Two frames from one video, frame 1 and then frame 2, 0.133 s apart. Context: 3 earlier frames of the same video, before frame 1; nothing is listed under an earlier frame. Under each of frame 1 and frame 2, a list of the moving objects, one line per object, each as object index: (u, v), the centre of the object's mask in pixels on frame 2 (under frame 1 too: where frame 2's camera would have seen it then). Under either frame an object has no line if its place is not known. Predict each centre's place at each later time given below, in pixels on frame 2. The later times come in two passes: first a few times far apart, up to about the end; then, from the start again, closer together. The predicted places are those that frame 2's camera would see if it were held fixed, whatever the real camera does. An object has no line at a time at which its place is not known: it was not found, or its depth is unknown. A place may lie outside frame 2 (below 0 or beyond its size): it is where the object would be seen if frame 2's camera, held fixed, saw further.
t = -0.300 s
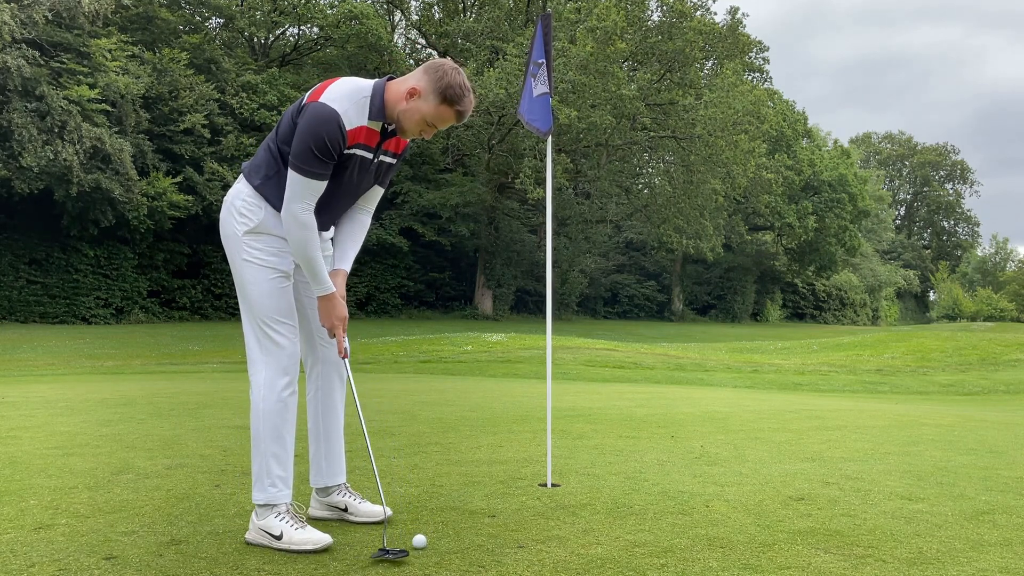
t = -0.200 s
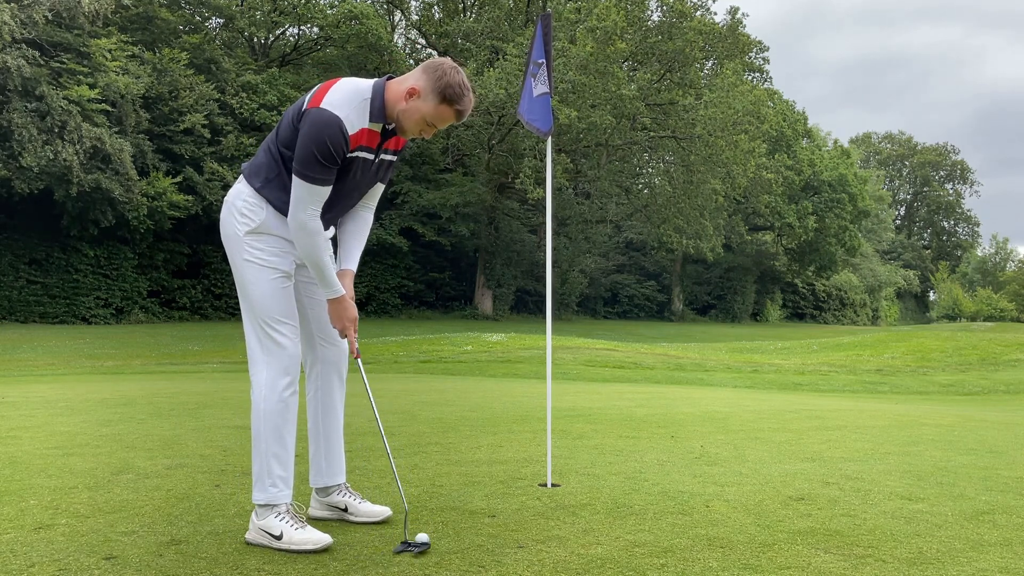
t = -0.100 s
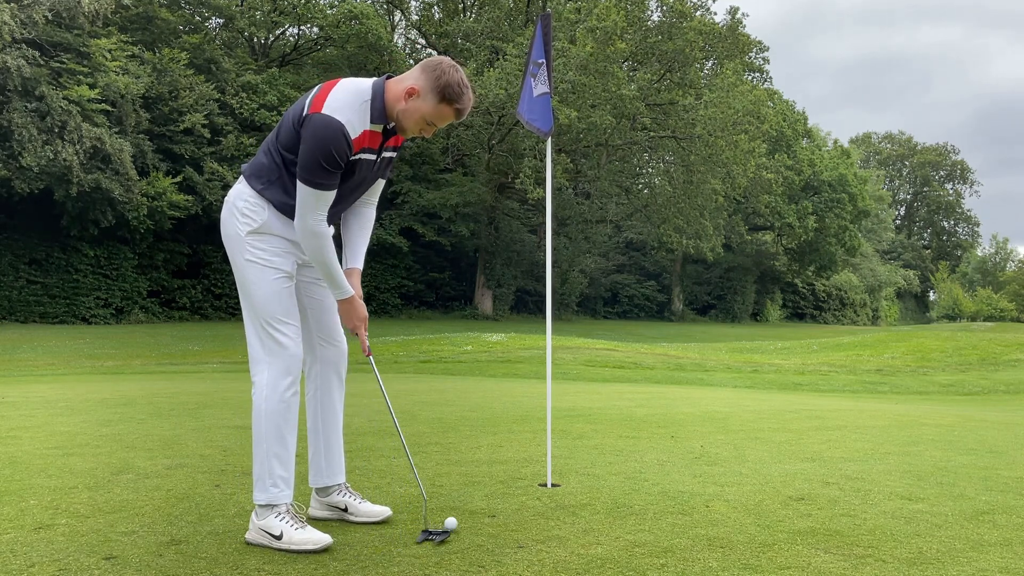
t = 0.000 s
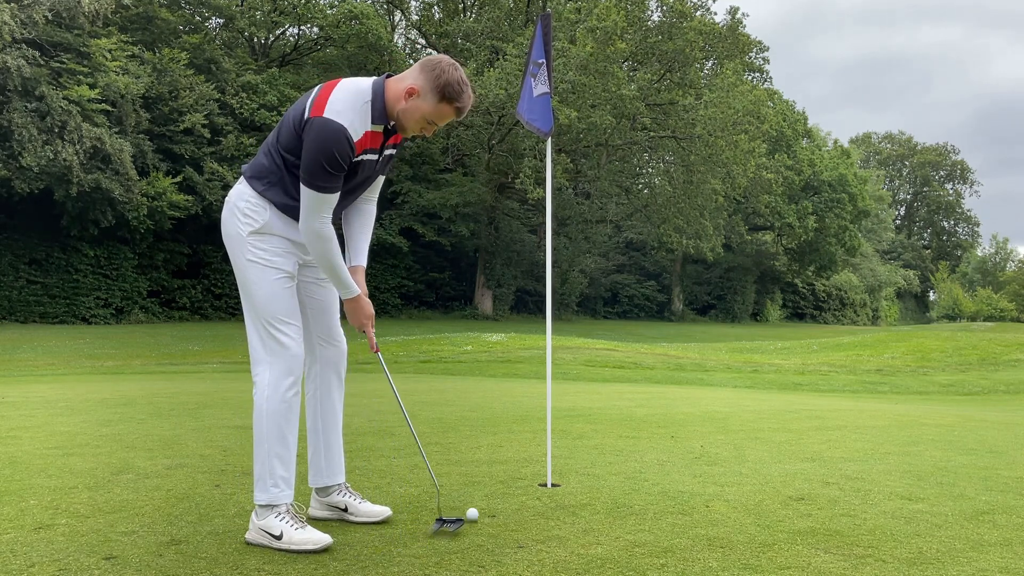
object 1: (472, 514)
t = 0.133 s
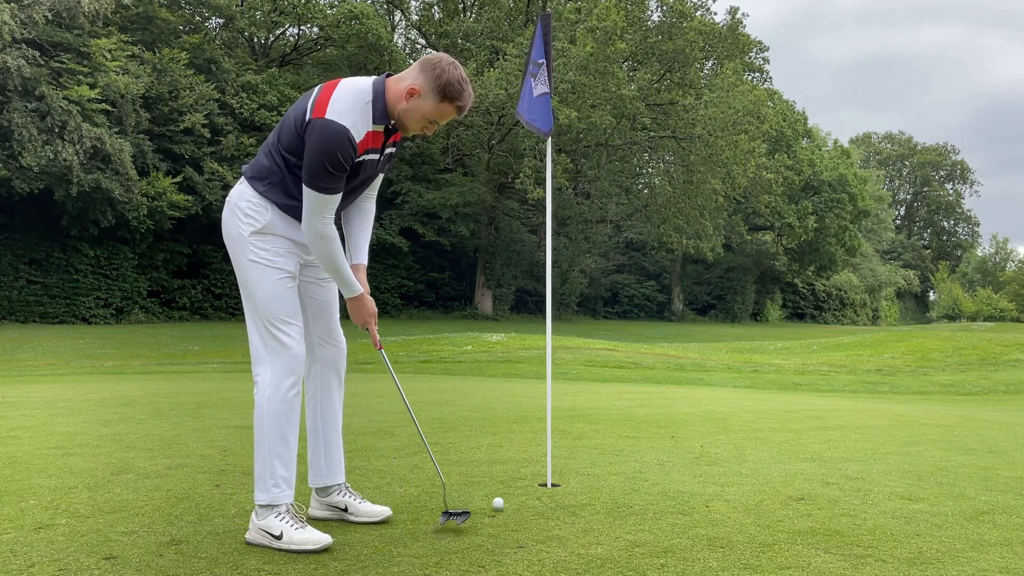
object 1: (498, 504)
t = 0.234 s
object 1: (515, 498)
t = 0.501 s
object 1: (551, 484)
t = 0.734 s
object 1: (571, 475)
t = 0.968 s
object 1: (585, 469)
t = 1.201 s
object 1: (598, 464)
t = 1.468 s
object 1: (610, 460)
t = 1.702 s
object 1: (619, 457)
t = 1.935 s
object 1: (623, 456)
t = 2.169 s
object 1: (627, 456)
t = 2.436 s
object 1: (626, 456)
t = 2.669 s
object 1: (626, 456)
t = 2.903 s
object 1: (627, 456)
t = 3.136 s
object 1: (626, 456)
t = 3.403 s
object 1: (627, 456)
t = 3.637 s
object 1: (627, 456)
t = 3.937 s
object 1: (624, 458)
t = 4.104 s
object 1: (626, 456)
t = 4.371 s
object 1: (626, 456)
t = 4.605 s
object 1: (626, 456)
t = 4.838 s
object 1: (627, 456)
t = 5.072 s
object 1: (627, 456)
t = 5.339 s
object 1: (627, 456)
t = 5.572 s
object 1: (627, 456)
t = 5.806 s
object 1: (627, 456)
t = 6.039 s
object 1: (627, 456)
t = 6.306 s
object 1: (627, 456)
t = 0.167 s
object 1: (503, 502)
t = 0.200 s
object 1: (509, 500)
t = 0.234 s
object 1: (515, 498)
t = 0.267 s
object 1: (519, 496)
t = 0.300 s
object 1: (525, 494)
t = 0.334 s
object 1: (529, 493)
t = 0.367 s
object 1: (534, 491)
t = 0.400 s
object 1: (539, 489)
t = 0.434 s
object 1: (543, 488)
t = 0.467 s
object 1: (547, 485)
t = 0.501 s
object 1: (551, 484)
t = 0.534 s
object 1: (555, 483)
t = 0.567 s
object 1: (558, 482)
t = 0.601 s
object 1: (561, 481)
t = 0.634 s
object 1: (564, 479)
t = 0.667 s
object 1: (566, 478)
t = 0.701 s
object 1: (569, 477)
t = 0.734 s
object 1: (571, 475)
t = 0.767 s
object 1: (573, 474)
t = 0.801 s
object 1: (575, 473)
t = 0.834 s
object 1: (577, 472)
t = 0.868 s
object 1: (579, 472)
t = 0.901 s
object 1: (581, 471)
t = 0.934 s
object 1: (584, 470)
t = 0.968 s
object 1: (585, 469)
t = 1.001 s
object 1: (587, 468)
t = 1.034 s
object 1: (589, 467)
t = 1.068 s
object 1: (591, 466)
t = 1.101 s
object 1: (592, 466)
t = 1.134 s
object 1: (594, 465)
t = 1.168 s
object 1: (596, 465)
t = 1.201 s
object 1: (598, 464)
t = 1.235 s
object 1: (599, 463)
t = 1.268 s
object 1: (601, 463)
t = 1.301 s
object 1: (602, 462)
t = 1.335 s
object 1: (604, 462)
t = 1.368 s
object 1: (605, 461)
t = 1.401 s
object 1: (607, 461)
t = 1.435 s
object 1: (608, 460)
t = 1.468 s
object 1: (610, 460)
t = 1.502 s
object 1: (612, 459)
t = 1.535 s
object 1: (613, 459)
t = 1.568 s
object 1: (614, 459)
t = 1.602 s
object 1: (615, 458)
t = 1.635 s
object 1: (616, 458)
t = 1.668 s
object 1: (618, 458)
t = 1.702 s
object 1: (619, 457)
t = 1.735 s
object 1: (619, 457)
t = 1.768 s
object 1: (620, 457)
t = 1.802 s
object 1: (621, 457)
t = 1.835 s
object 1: (622, 457)
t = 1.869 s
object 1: (623, 457)
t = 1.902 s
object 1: (623, 456)
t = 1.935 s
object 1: (623, 456)
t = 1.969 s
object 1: (624, 456)
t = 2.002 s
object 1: (625, 456)
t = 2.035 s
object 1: (625, 456)
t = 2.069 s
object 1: (626, 456)
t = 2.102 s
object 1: (626, 456)
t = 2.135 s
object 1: (627, 456)
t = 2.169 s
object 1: (627, 456)
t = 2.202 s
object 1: (627, 456)
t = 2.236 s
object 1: (627, 456)
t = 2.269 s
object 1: (627, 456)
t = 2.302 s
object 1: (627, 456)
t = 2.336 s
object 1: (626, 456)
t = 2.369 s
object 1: (626, 456)
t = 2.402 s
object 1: (626, 456)
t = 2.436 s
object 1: (626, 456)
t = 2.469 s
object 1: (626, 456)
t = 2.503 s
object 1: (626, 456)
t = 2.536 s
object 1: (626, 456)
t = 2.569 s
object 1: (626, 456)
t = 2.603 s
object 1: (626, 456)
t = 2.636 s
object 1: (626, 456)
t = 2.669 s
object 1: (626, 456)
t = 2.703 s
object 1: (626, 456)
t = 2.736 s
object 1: (626, 456)
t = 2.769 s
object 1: (626, 456)
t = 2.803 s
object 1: (626, 456)
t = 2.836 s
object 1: (626, 456)
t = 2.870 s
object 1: (627, 456)
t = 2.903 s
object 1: (627, 456)
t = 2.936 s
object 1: (627, 456)
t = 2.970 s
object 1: (626, 456)
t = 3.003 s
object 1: (626, 456)
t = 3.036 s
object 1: (627, 456)
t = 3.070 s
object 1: (627, 456)
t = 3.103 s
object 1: (626, 456)
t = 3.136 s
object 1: (626, 456)
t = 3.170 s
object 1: (626, 456)
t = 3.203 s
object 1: (626, 456)
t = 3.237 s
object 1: (626, 456)
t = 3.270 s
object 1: (626, 456)
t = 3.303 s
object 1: (626, 456)
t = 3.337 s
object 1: (626, 456)
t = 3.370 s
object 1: (626, 456)
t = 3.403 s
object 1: (627, 456)
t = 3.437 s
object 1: (627, 456)
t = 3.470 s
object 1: (627, 456)
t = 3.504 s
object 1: (627, 456)
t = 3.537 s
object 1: (627, 456)
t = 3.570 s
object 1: (627, 456)
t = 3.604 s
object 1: (627, 456)
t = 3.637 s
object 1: (627, 456)
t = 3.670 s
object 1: (627, 456)
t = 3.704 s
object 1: (627, 456)
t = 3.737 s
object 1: (627, 456)
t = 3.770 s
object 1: (626, 456)
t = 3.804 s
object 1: (627, 456)
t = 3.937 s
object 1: (624, 458)
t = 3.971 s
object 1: (626, 457)
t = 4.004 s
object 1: (626, 456)
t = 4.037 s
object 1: (626, 456)
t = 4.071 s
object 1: (626, 456)
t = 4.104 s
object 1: (626, 456)
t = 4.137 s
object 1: (627, 456)
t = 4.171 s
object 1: (626, 456)
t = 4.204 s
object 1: (626, 456)
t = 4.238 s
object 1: (626, 456)
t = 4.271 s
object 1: (626, 456)
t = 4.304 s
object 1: (626, 456)
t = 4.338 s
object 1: (626, 456)
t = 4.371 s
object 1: (626, 456)
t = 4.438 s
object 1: (626, 456)
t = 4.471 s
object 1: (626, 456)
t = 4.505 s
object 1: (626, 456)
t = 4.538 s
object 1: (626, 456)
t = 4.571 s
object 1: (626, 456)
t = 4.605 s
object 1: (626, 456)
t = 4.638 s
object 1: (626, 456)
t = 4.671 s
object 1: (626, 456)
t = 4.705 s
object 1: (627, 456)
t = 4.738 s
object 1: (627, 456)
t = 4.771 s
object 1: (627, 456)
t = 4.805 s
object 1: (627, 456)
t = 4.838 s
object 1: (627, 456)
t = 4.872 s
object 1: (627, 456)
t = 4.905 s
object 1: (627, 456)
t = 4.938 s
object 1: (627, 456)
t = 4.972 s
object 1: (627, 456)
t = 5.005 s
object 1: (627, 456)
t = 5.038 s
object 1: (627, 456)
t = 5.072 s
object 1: (627, 456)
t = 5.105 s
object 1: (627, 456)
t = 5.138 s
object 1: (627, 456)
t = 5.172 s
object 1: (627, 456)
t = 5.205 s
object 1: (627, 456)
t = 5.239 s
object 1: (627, 456)
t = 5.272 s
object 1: (627, 456)
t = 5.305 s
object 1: (627, 456)
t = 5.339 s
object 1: (627, 456)
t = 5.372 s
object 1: (627, 456)
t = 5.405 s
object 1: (627, 456)
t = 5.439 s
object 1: (627, 456)
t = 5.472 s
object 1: (627, 456)
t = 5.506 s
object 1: (627, 456)
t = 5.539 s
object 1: (627, 456)
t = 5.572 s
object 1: (627, 456)
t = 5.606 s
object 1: (627, 456)
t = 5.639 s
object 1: (627, 456)
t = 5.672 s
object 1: (627, 456)
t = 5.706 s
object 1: (627, 456)
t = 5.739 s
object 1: (627, 456)
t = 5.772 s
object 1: (627, 456)
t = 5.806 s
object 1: (627, 456)
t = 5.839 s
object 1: (627, 456)
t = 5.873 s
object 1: (627, 456)
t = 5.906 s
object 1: (627, 456)
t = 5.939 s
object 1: (627, 456)
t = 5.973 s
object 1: (627, 456)
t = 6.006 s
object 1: (627, 456)
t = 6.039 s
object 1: (627, 456)
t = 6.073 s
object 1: (627, 456)
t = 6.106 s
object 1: (627, 456)
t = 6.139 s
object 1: (627, 456)
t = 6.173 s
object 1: (627, 456)
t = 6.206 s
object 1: (627, 456)
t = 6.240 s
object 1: (627, 456)
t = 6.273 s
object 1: (627, 456)
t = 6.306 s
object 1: (627, 456)
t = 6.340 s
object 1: (627, 456)
